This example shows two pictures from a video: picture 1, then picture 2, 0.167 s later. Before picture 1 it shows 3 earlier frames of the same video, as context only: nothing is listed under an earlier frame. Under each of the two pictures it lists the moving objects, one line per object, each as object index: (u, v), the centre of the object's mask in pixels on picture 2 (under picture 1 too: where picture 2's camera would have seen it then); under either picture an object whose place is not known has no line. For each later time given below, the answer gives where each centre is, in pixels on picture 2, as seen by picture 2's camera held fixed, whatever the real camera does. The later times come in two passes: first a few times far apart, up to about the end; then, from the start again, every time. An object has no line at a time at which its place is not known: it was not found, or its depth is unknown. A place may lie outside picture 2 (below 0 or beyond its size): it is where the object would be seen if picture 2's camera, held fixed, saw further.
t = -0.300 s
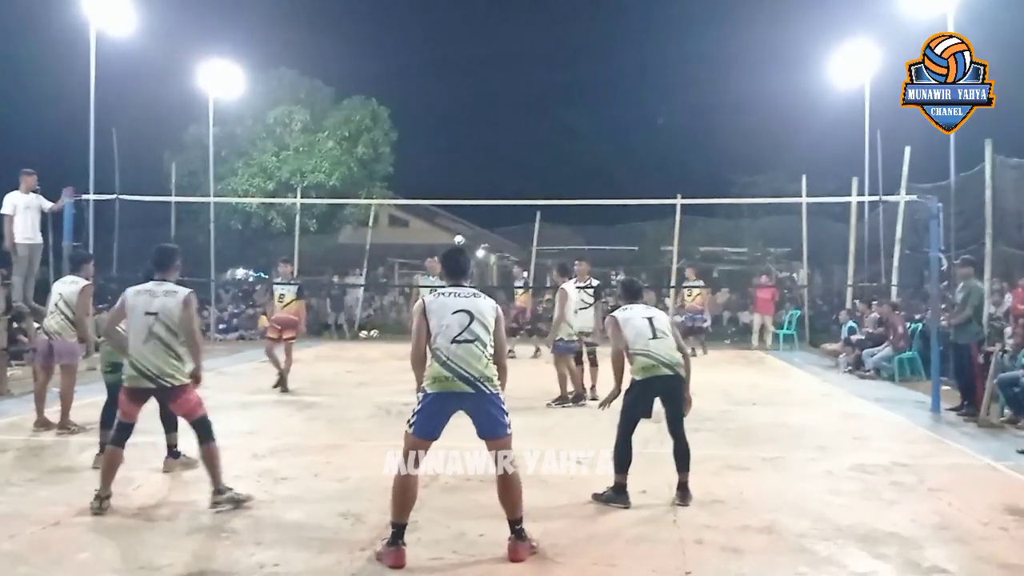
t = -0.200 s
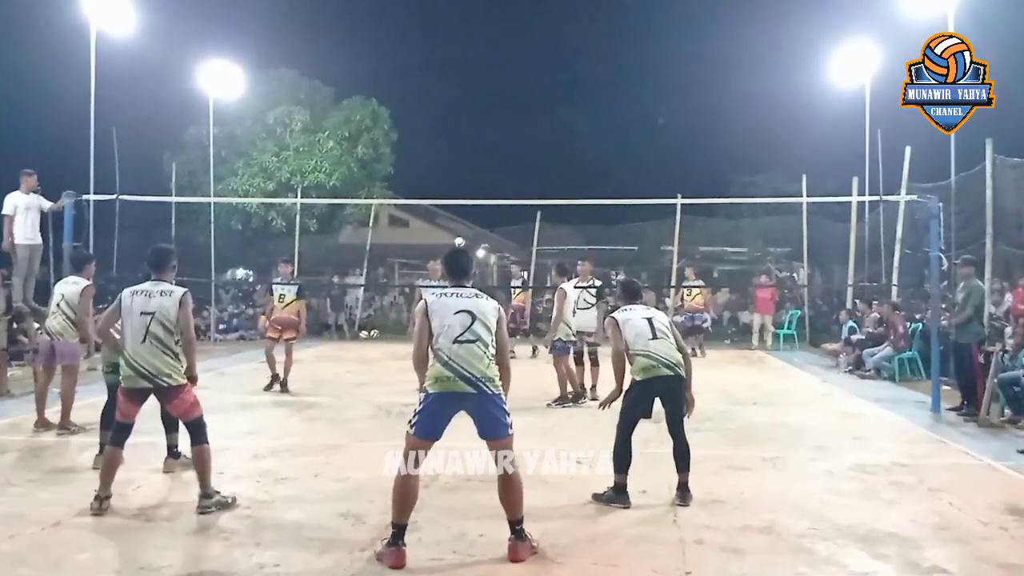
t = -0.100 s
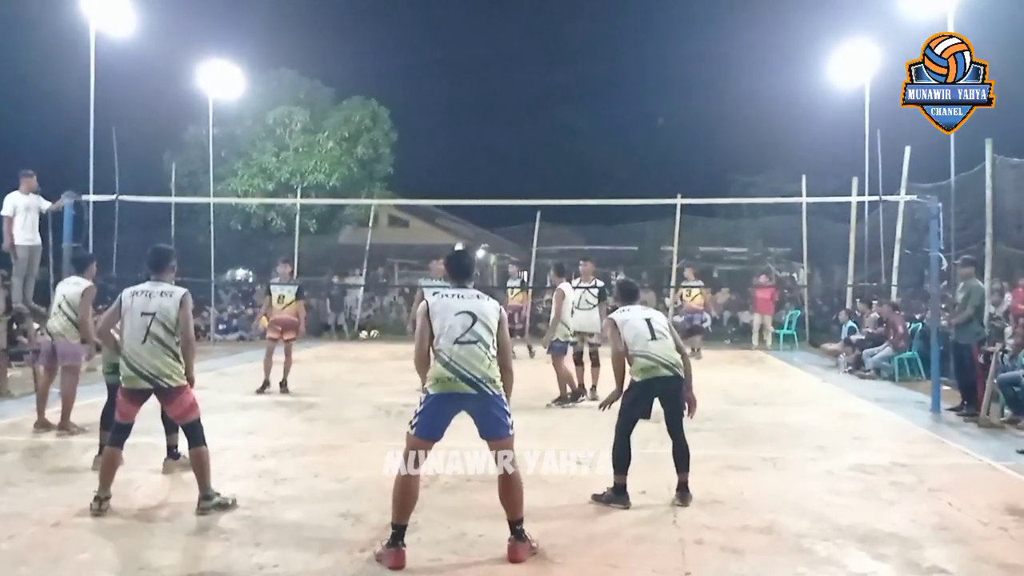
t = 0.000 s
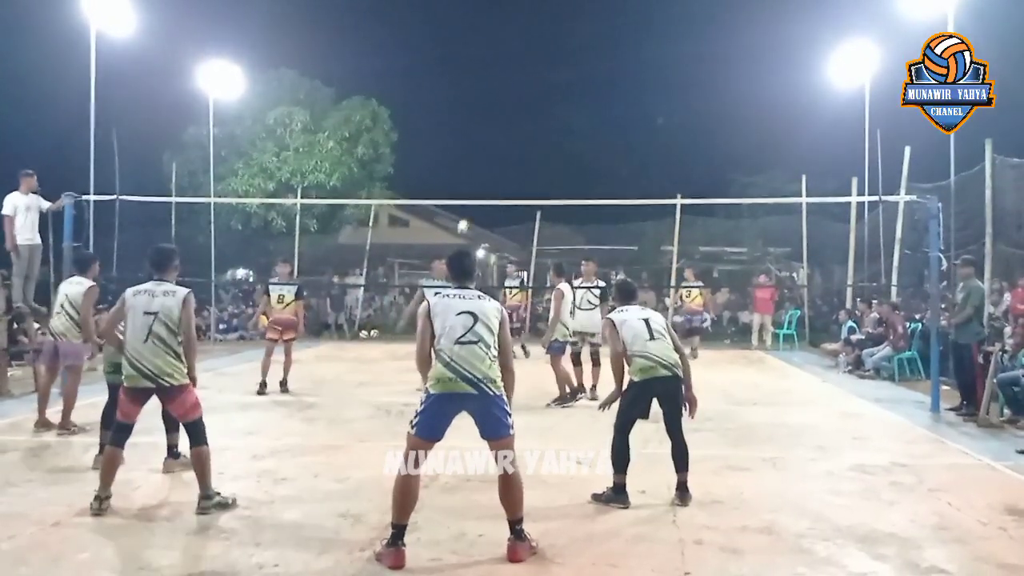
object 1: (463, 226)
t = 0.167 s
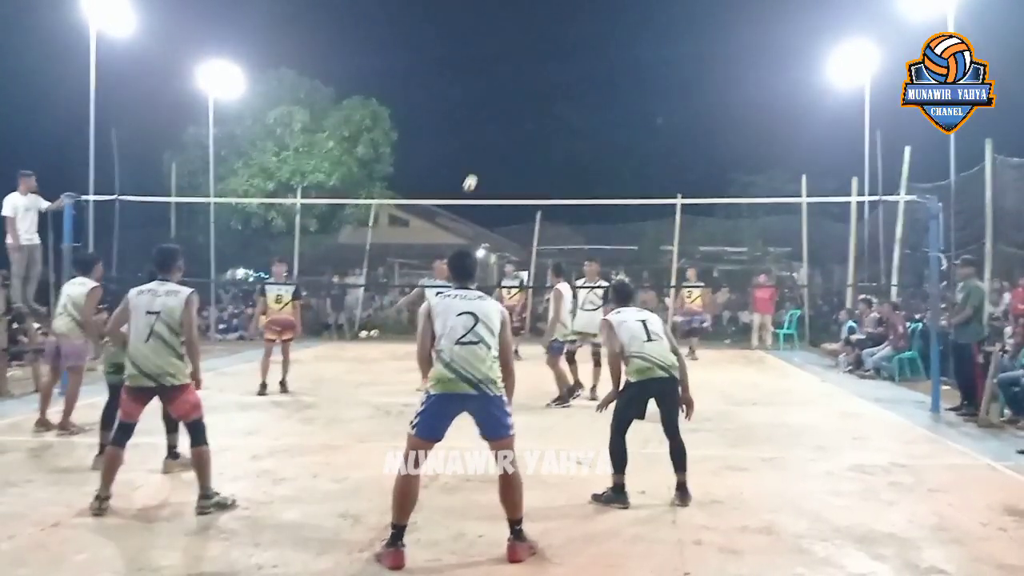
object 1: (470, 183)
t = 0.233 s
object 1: (473, 167)
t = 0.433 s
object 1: (488, 125)
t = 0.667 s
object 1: (507, 96)
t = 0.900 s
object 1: (534, 109)
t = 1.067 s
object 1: (566, 162)
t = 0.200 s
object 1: (471, 175)
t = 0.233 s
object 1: (473, 167)
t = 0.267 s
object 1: (475, 159)
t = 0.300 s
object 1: (477, 152)
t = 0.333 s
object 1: (480, 145)
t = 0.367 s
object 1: (483, 138)
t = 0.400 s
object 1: (485, 131)
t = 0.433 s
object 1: (488, 125)
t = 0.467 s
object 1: (491, 120)
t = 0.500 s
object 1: (493, 114)
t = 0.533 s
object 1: (496, 110)
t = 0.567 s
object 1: (498, 106)
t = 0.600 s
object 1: (501, 102)
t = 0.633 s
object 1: (504, 99)
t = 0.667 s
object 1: (507, 96)
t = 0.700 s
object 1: (510, 95)
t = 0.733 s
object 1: (513, 95)
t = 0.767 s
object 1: (517, 95)
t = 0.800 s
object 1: (520, 97)
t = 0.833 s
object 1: (524, 100)
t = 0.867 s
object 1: (529, 104)
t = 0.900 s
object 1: (534, 109)
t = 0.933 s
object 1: (539, 116)
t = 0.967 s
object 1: (545, 125)
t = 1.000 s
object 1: (551, 135)
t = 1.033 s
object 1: (558, 148)
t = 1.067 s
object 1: (566, 162)
